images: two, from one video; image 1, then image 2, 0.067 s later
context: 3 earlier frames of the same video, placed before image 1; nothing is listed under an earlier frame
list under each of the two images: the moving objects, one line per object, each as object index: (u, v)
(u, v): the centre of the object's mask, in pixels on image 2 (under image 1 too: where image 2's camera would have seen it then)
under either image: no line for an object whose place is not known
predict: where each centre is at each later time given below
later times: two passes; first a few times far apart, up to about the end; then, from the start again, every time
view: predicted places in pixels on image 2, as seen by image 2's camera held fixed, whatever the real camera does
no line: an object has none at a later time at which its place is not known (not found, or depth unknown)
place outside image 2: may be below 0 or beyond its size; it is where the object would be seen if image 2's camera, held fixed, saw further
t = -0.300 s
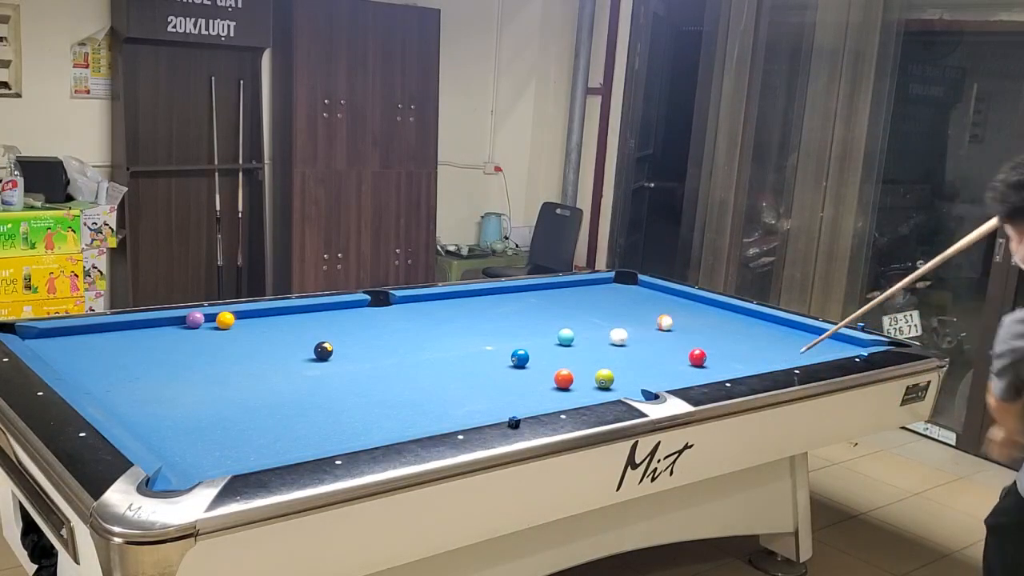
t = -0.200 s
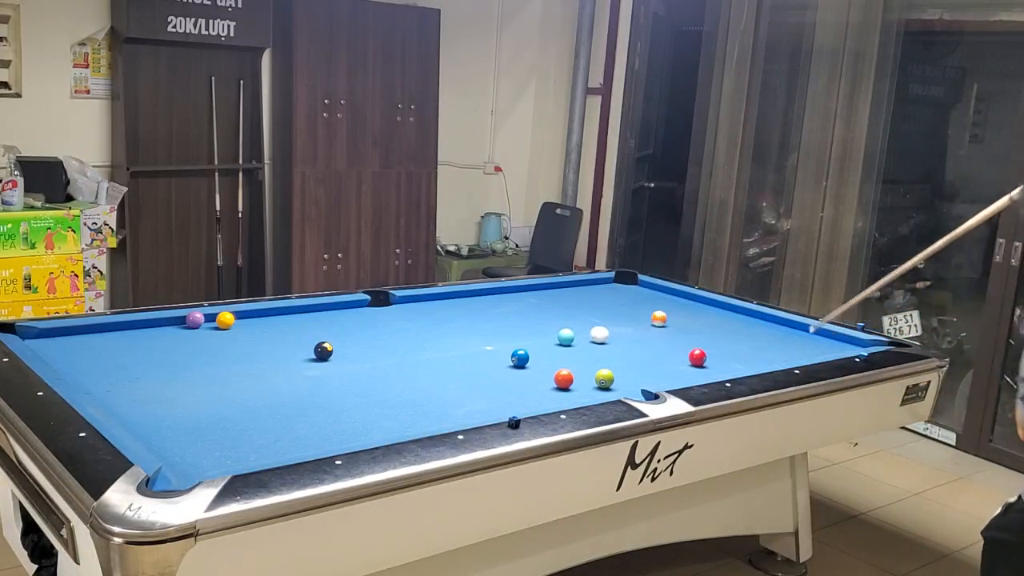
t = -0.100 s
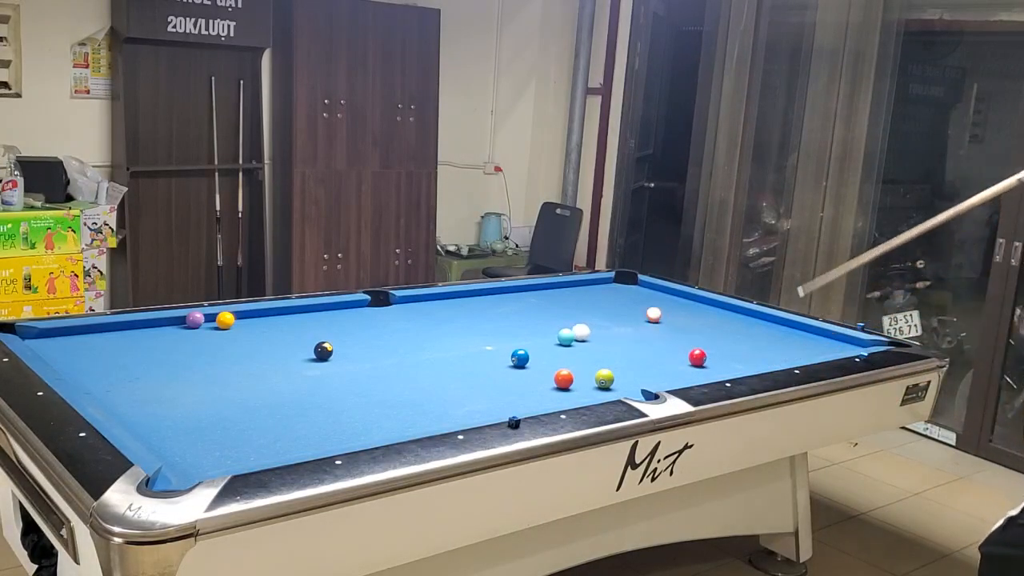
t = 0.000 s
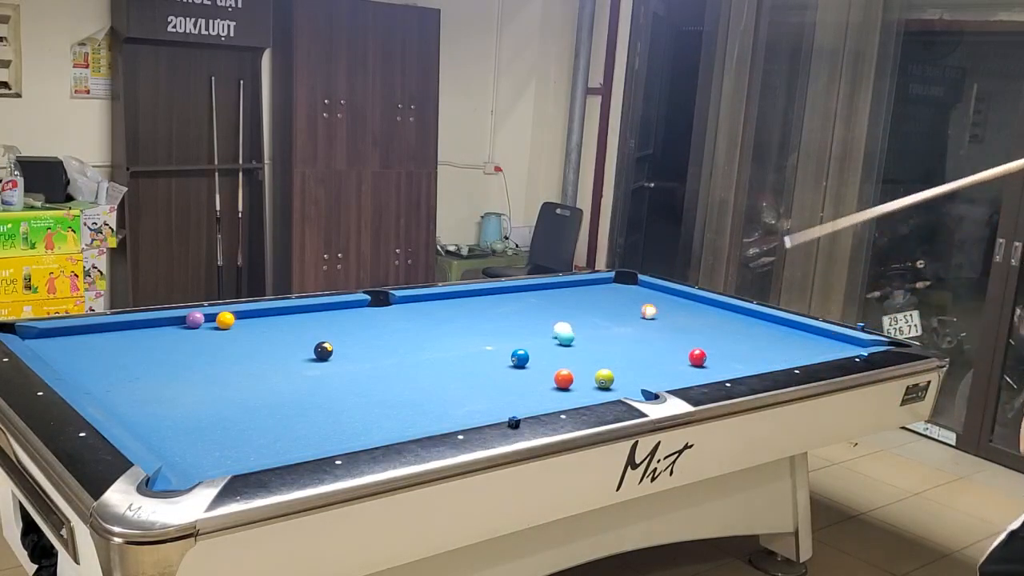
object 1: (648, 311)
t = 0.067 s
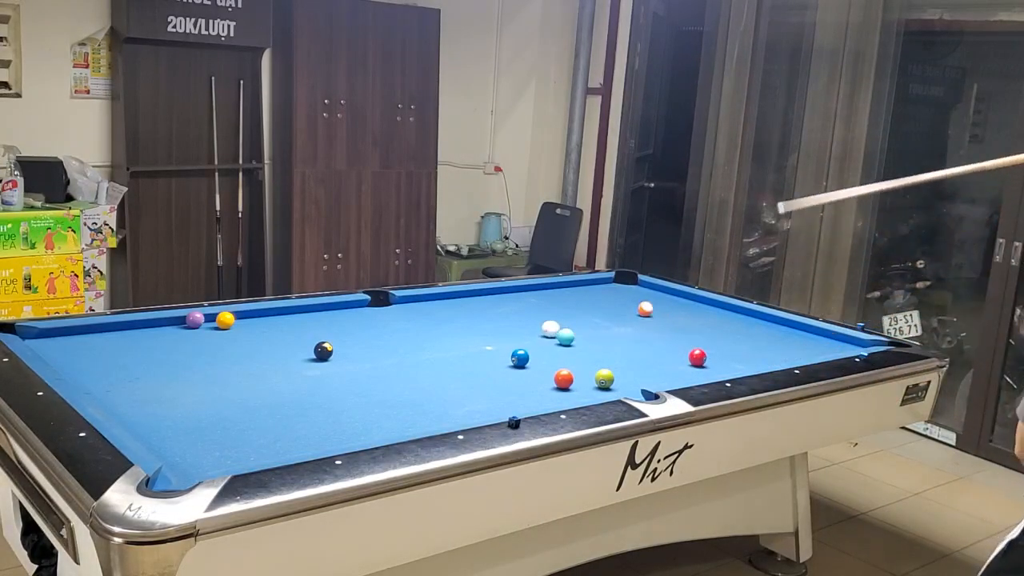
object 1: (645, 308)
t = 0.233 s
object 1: (637, 303)
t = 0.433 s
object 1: (628, 297)
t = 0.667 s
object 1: (619, 291)
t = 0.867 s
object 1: (611, 286)
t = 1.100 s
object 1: (604, 281)
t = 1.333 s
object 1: (615, 282)
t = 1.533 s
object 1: (626, 284)
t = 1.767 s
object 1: (638, 286)
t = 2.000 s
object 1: (649, 288)
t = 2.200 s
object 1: (658, 289)
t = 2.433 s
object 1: (668, 291)
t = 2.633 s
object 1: (675, 292)
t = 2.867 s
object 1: (679, 293)
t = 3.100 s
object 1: (681, 294)
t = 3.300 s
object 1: (683, 295)
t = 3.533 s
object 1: (684, 295)
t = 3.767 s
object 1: (685, 295)
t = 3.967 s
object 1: (685, 295)
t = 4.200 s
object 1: (685, 295)
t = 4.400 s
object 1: (685, 295)
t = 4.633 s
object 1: (685, 295)
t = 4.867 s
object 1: (685, 295)
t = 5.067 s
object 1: (685, 295)
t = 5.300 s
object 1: (685, 295)
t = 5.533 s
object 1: (685, 295)
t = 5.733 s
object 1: (685, 295)
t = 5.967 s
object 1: (685, 295)
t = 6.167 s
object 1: (685, 295)
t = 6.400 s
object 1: (685, 295)
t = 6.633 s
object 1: (685, 295)
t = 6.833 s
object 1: (685, 295)
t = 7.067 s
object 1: (685, 295)
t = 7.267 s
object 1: (685, 295)
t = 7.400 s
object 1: (685, 295)
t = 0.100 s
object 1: (643, 308)
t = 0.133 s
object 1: (642, 307)
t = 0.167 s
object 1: (640, 306)
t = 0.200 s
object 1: (639, 304)
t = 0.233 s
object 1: (637, 303)
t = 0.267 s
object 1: (635, 302)
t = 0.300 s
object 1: (634, 302)
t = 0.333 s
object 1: (633, 300)
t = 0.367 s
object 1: (631, 299)
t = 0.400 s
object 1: (630, 298)
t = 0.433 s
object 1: (628, 297)
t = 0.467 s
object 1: (627, 297)
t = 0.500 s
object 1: (625, 295)
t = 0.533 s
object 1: (624, 295)
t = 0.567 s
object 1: (623, 294)
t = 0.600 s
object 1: (621, 293)
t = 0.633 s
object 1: (620, 292)
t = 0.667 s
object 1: (619, 291)
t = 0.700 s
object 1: (618, 290)
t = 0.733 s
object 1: (616, 289)
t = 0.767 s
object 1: (615, 289)
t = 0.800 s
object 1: (614, 288)
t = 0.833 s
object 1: (612, 287)
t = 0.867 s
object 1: (611, 286)
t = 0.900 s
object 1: (610, 285)
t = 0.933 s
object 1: (609, 285)
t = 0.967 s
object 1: (608, 284)
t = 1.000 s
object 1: (607, 283)
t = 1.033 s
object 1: (606, 282)
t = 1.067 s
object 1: (605, 281)
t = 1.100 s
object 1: (604, 281)
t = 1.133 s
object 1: (604, 281)
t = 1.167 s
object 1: (605, 281)
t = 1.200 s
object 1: (607, 281)
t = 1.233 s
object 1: (609, 281)
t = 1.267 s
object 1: (611, 282)
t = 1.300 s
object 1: (613, 282)
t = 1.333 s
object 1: (615, 282)
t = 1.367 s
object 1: (617, 282)
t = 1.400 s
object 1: (619, 283)
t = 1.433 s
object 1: (621, 283)
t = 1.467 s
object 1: (623, 284)
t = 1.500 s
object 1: (625, 284)
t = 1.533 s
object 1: (626, 284)
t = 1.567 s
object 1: (628, 284)
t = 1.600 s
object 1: (629, 285)
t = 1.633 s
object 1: (631, 285)
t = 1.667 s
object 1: (633, 285)
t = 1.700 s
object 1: (635, 285)
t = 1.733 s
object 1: (637, 286)
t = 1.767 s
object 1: (638, 286)
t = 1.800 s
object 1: (640, 286)
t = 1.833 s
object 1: (642, 287)
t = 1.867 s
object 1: (643, 287)
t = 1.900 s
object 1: (645, 287)
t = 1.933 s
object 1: (646, 287)
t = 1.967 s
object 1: (648, 288)
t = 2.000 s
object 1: (649, 288)
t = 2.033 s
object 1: (651, 288)
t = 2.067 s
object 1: (652, 288)
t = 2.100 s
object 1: (654, 288)
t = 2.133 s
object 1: (655, 289)
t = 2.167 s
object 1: (657, 289)
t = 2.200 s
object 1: (658, 289)
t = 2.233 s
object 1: (660, 289)
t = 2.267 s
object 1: (661, 289)
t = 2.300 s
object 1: (662, 290)
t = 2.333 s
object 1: (664, 290)
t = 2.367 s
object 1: (665, 290)
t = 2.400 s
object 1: (666, 291)
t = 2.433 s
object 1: (668, 291)
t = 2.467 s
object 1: (669, 291)
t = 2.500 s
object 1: (670, 291)
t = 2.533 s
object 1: (671, 291)
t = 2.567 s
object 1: (672, 292)
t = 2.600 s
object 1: (673, 292)
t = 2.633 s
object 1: (675, 292)
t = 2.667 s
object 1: (676, 292)
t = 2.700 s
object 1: (677, 292)
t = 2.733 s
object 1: (677, 292)
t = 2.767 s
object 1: (678, 293)
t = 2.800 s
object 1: (678, 293)
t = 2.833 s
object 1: (679, 293)
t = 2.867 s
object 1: (679, 293)
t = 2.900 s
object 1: (679, 293)
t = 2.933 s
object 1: (680, 293)
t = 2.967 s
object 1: (680, 293)
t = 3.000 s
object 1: (680, 294)
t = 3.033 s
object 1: (681, 294)
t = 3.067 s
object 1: (681, 294)
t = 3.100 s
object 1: (681, 294)
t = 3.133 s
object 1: (681, 294)
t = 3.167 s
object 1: (682, 294)
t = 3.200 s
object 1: (682, 294)
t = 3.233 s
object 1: (682, 294)
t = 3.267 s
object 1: (682, 294)
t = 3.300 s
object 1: (683, 295)
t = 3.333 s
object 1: (683, 294)
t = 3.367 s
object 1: (683, 295)
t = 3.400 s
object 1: (683, 295)
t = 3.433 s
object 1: (683, 295)
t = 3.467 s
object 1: (684, 295)
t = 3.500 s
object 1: (684, 295)
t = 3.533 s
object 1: (684, 295)
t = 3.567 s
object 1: (684, 295)
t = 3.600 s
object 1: (684, 295)
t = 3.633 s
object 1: (684, 295)
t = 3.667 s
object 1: (685, 295)
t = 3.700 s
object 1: (685, 295)
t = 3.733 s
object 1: (685, 295)
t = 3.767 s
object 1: (685, 295)
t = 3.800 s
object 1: (685, 295)
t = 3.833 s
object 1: (685, 295)
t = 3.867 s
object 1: (685, 295)
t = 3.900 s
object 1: (685, 295)
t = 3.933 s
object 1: (685, 295)
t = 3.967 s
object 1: (685, 295)
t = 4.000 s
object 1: (685, 295)
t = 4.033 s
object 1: (685, 295)
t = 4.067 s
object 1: (685, 295)
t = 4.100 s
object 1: (685, 295)
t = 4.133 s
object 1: (685, 295)
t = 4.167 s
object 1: (685, 295)
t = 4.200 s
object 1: (685, 295)
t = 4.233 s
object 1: (685, 295)
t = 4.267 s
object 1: (685, 295)
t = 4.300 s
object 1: (685, 295)
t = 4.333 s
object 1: (685, 295)
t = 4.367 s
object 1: (685, 295)
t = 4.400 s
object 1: (685, 295)
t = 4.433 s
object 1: (685, 295)
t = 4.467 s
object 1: (685, 295)
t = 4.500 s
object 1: (685, 295)
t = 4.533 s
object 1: (685, 295)
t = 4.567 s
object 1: (685, 295)
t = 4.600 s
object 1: (685, 295)
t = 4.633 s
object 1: (685, 295)
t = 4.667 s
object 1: (685, 295)
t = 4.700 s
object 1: (685, 295)
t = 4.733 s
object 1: (685, 295)
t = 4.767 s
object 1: (685, 295)
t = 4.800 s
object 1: (685, 295)
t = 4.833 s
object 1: (685, 295)
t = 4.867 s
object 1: (685, 295)
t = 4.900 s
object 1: (685, 295)
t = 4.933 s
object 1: (685, 295)
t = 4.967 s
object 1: (685, 295)
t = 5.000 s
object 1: (685, 295)
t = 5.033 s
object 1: (685, 295)
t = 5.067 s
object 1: (685, 295)
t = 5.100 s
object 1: (685, 295)
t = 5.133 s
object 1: (685, 295)
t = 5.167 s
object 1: (685, 295)
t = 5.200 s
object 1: (685, 295)
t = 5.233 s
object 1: (685, 295)
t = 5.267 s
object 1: (685, 295)
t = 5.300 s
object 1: (685, 295)
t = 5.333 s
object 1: (685, 295)
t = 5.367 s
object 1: (685, 295)
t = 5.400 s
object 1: (685, 295)
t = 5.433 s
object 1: (685, 295)
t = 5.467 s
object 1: (685, 295)
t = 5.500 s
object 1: (685, 295)
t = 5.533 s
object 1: (685, 295)
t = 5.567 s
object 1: (685, 295)
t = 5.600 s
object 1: (685, 295)
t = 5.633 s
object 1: (685, 295)
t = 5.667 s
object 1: (685, 295)
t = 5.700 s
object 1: (685, 295)
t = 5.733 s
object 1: (685, 295)
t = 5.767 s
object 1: (685, 295)
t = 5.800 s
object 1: (685, 295)
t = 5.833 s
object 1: (685, 295)
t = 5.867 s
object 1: (685, 295)
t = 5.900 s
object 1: (685, 295)
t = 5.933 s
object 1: (685, 295)
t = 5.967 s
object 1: (685, 295)
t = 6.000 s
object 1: (685, 295)
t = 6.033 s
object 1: (685, 295)
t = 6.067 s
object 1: (685, 295)
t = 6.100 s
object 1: (685, 295)
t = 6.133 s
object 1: (685, 295)
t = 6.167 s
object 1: (685, 295)
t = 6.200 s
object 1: (685, 295)
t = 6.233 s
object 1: (685, 295)
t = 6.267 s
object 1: (685, 295)
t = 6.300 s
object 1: (685, 295)
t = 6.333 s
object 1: (685, 295)
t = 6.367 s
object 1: (685, 295)
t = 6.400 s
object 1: (685, 295)
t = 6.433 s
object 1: (685, 295)
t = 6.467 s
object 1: (685, 295)
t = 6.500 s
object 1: (685, 295)
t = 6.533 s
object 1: (685, 295)
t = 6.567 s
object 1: (685, 295)
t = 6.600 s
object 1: (685, 295)
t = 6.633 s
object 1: (685, 295)
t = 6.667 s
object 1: (685, 295)
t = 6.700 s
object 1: (685, 295)
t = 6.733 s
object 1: (685, 295)
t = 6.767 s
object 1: (685, 295)
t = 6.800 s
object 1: (685, 295)
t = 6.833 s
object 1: (685, 295)
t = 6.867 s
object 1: (685, 295)
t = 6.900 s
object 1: (685, 295)
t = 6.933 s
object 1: (685, 295)
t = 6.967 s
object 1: (685, 295)
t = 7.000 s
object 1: (685, 295)
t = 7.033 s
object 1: (685, 295)
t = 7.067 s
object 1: (685, 295)
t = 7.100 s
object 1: (685, 295)
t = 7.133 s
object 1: (685, 295)
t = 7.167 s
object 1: (685, 295)
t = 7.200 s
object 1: (685, 295)
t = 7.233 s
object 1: (685, 295)
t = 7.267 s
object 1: (685, 295)
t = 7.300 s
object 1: (685, 295)
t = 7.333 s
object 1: (685, 295)
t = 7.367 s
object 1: (685, 295)
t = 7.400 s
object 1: (685, 295)
